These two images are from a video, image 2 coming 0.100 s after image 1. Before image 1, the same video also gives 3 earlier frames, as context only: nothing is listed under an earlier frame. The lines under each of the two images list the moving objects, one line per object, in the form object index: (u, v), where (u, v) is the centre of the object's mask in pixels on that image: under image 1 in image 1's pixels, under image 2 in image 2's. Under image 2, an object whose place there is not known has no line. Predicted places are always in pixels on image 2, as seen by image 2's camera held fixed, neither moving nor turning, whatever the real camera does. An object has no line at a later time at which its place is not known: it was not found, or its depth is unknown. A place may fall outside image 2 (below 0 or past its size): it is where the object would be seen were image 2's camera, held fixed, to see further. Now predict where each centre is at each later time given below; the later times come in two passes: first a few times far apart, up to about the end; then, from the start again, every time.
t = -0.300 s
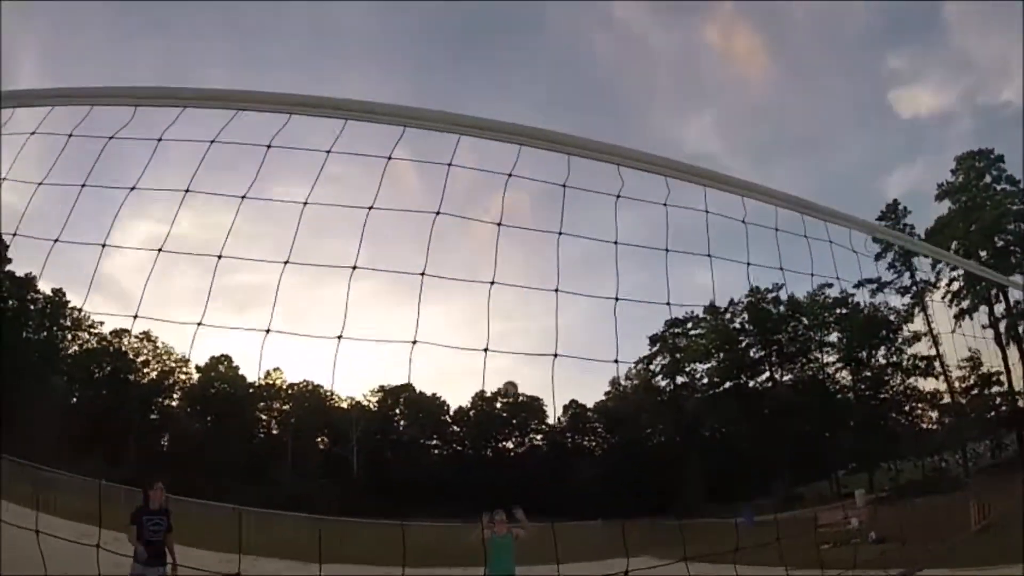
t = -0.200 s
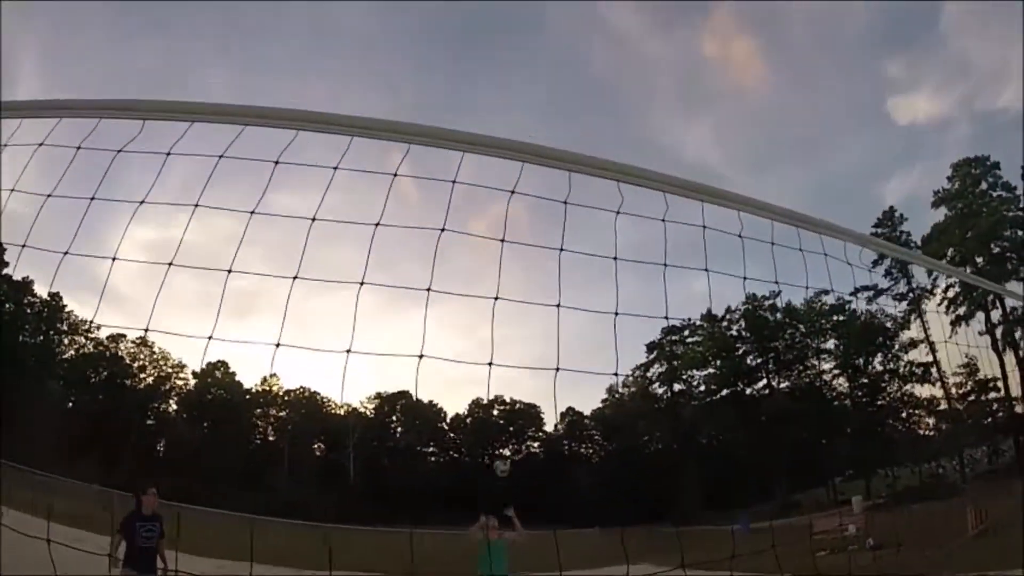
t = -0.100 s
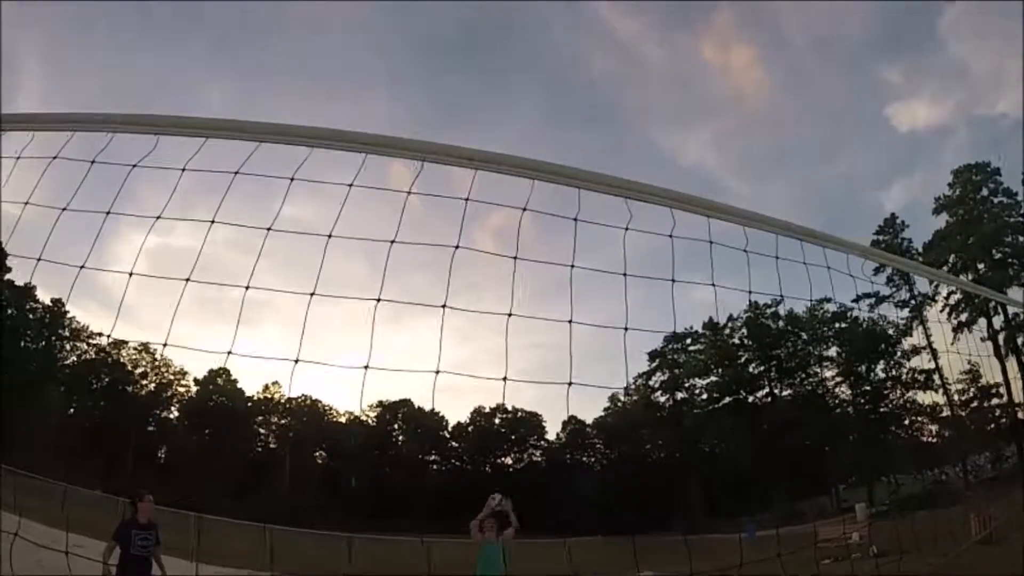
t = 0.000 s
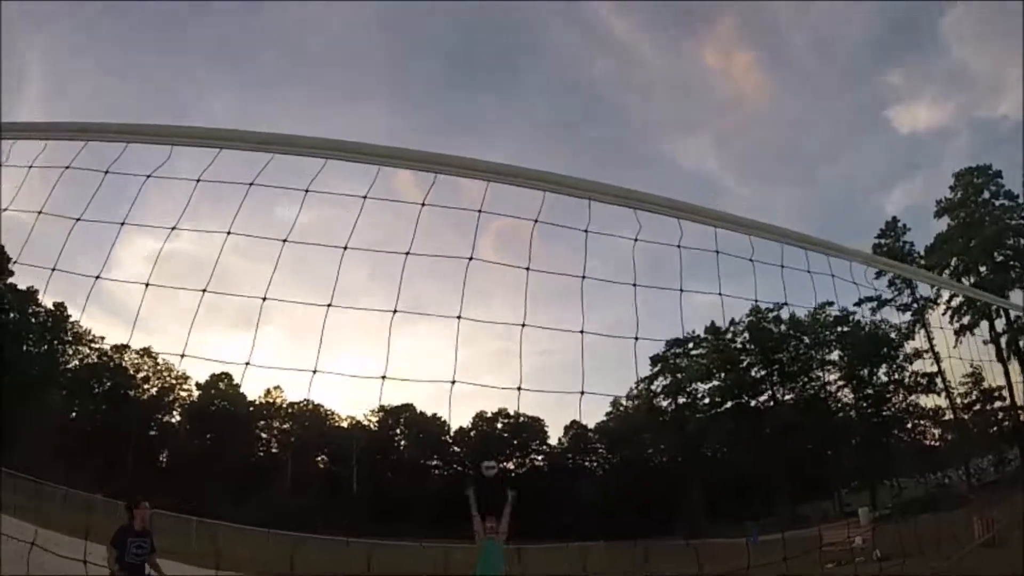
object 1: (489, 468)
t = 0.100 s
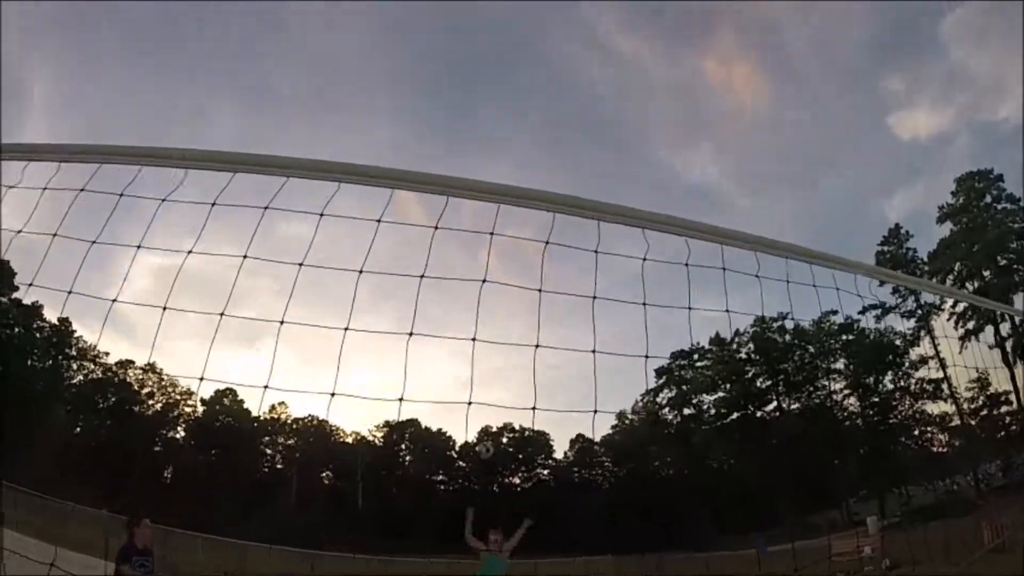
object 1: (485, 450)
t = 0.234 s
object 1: (472, 418)
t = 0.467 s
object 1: (439, 386)
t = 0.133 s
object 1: (482, 441)
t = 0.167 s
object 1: (480, 433)
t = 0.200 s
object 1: (476, 425)
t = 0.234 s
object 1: (472, 418)
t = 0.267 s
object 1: (469, 411)
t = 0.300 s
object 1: (465, 405)
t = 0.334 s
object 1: (460, 399)
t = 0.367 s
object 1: (456, 395)
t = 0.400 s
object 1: (451, 391)
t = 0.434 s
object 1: (445, 388)
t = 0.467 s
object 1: (439, 386)
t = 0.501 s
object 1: (433, 386)
